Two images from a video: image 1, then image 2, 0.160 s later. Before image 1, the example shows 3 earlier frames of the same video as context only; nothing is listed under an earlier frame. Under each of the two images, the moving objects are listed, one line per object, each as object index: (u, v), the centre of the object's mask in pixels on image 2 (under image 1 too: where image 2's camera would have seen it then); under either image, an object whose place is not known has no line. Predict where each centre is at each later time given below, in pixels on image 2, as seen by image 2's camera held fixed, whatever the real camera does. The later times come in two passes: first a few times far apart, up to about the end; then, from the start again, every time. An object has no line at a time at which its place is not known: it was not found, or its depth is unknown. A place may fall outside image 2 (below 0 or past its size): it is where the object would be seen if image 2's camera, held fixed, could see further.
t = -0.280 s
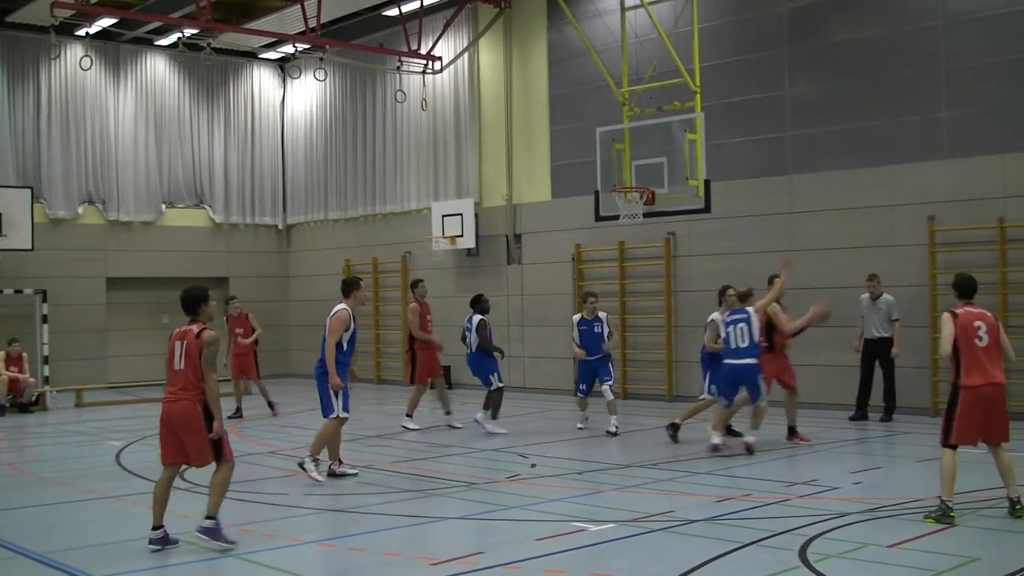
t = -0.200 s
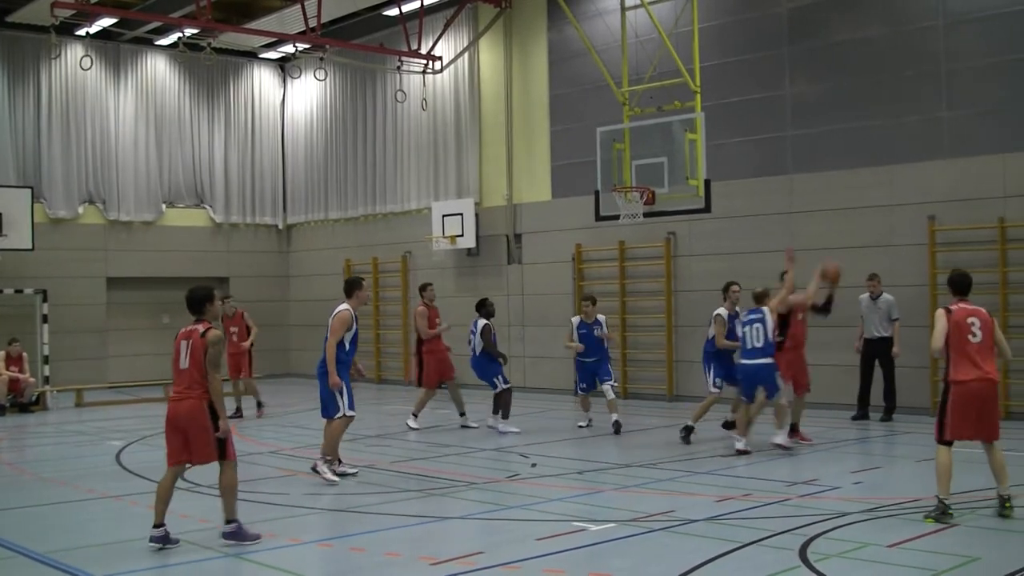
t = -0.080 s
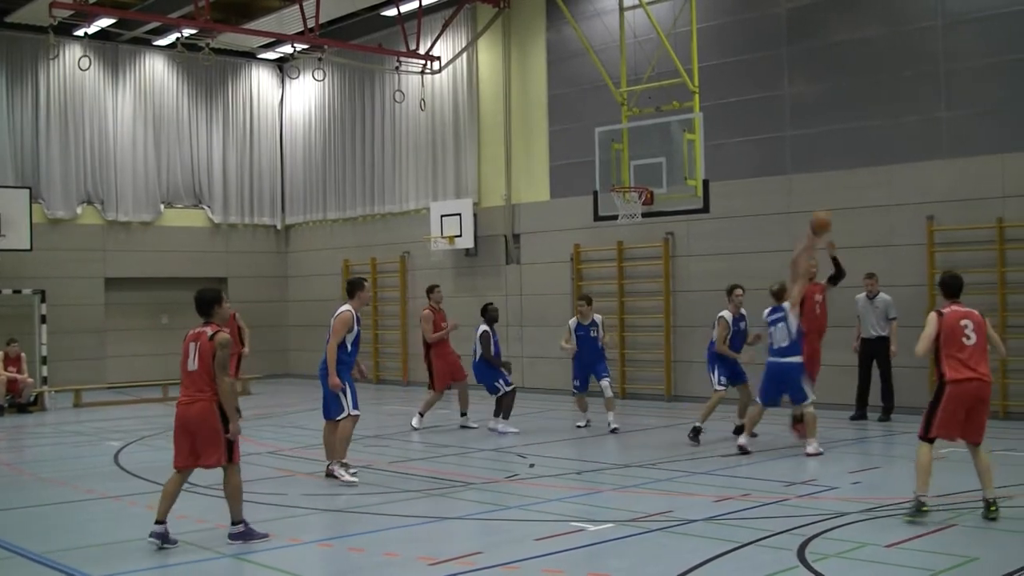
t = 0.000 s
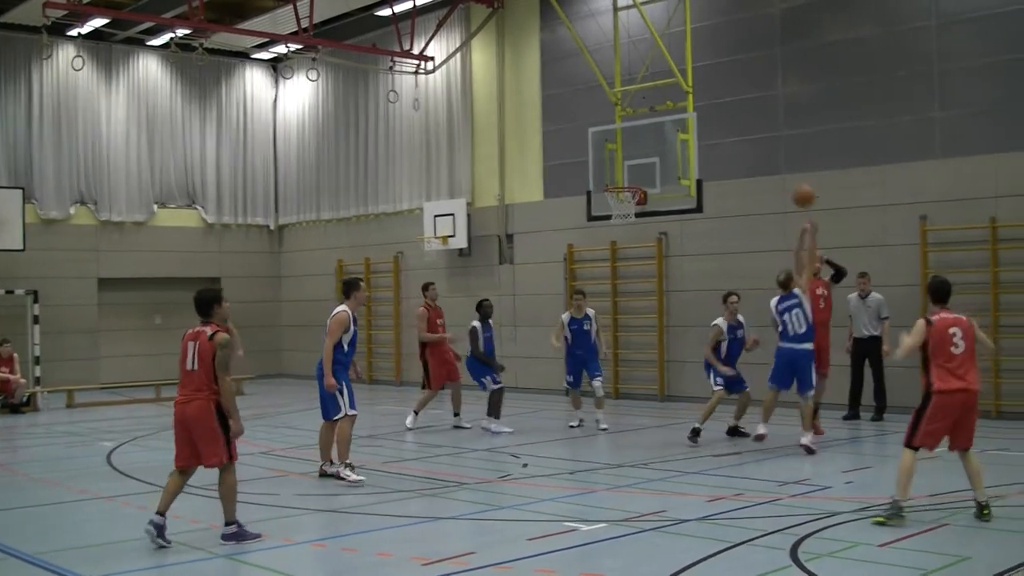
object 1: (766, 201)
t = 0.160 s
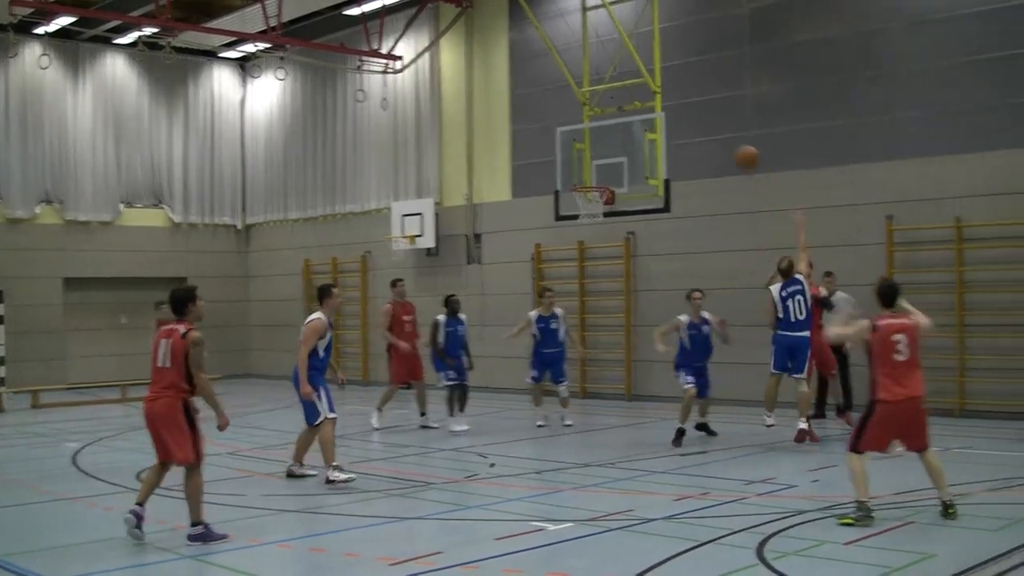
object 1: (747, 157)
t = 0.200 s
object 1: (741, 150)
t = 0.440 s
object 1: (698, 142)
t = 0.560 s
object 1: (674, 164)
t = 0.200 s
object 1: (741, 150)
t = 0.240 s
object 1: (735, 144)
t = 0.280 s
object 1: (728, 140)
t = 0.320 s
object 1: (720, 138)
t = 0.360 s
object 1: (713, 138)
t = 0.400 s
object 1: (705, 139)
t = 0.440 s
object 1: (698, 142)
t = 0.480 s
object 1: (690, 147)
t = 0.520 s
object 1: (683, 155)
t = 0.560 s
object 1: (674, 164)
